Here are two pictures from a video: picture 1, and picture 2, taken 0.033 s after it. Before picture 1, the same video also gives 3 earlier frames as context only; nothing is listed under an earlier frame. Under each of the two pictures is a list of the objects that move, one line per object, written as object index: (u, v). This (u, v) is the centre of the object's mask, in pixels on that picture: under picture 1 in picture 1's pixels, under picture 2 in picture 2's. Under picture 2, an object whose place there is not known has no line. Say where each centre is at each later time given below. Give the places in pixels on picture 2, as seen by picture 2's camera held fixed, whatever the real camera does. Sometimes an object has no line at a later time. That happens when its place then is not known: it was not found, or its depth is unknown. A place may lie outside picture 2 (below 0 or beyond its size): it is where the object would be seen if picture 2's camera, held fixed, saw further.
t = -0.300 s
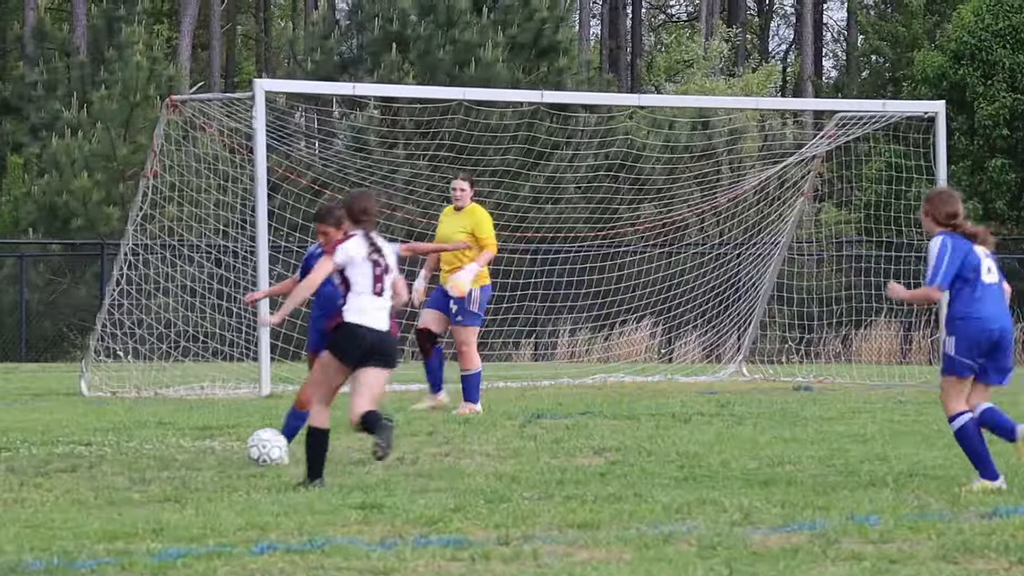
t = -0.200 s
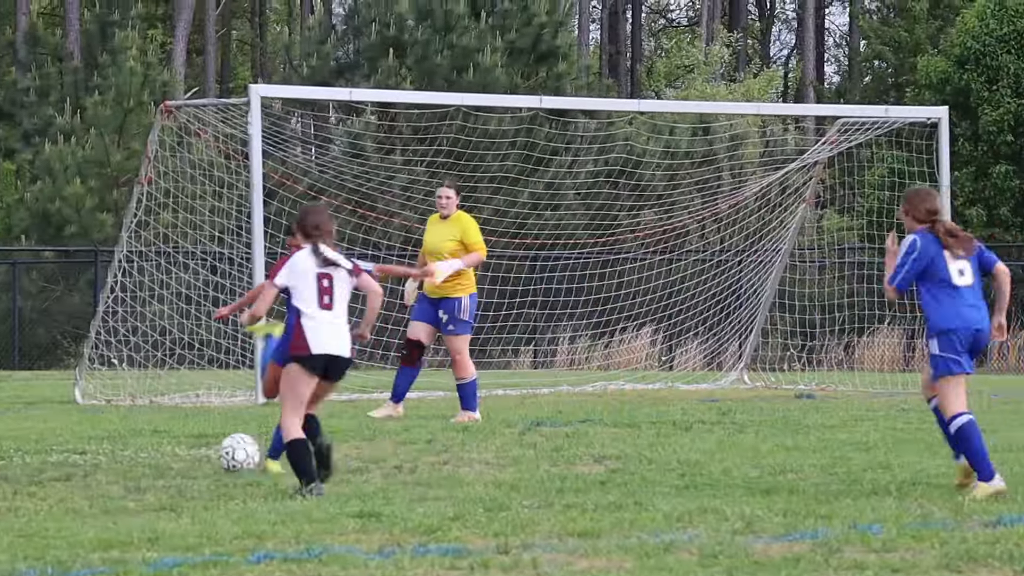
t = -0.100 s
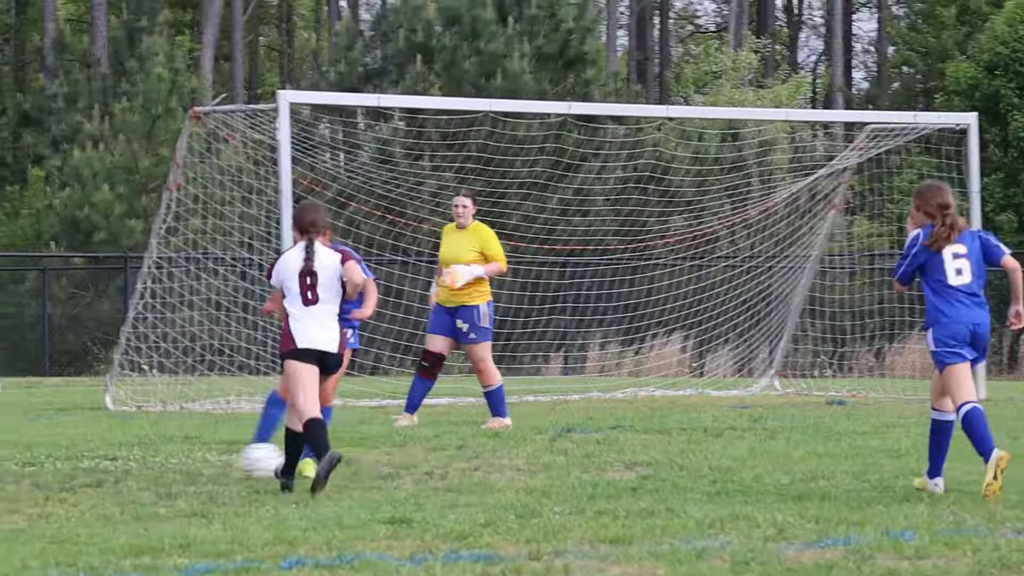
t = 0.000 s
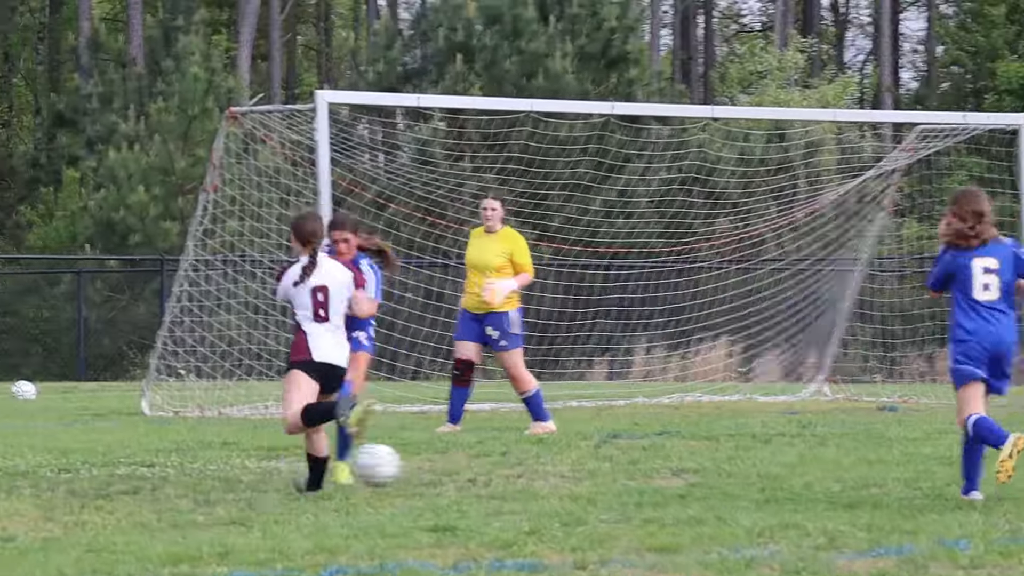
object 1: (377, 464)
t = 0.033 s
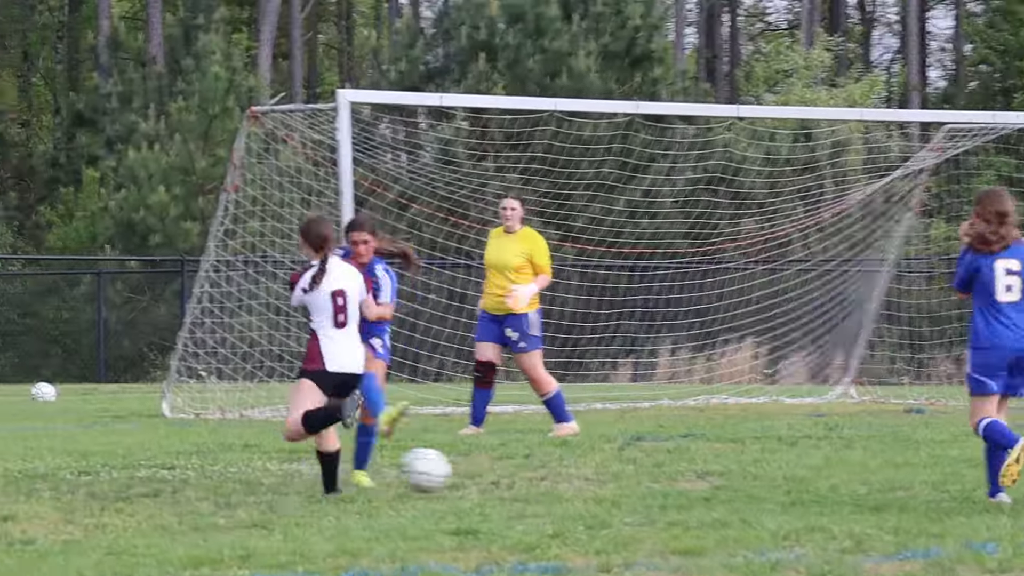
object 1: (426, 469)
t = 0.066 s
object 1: (454, 474)
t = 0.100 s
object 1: (482, 480)
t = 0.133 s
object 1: (509, 486)
